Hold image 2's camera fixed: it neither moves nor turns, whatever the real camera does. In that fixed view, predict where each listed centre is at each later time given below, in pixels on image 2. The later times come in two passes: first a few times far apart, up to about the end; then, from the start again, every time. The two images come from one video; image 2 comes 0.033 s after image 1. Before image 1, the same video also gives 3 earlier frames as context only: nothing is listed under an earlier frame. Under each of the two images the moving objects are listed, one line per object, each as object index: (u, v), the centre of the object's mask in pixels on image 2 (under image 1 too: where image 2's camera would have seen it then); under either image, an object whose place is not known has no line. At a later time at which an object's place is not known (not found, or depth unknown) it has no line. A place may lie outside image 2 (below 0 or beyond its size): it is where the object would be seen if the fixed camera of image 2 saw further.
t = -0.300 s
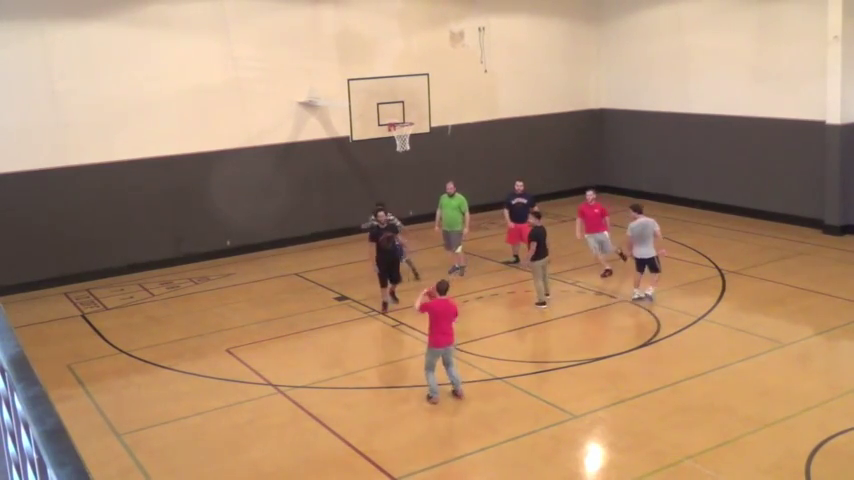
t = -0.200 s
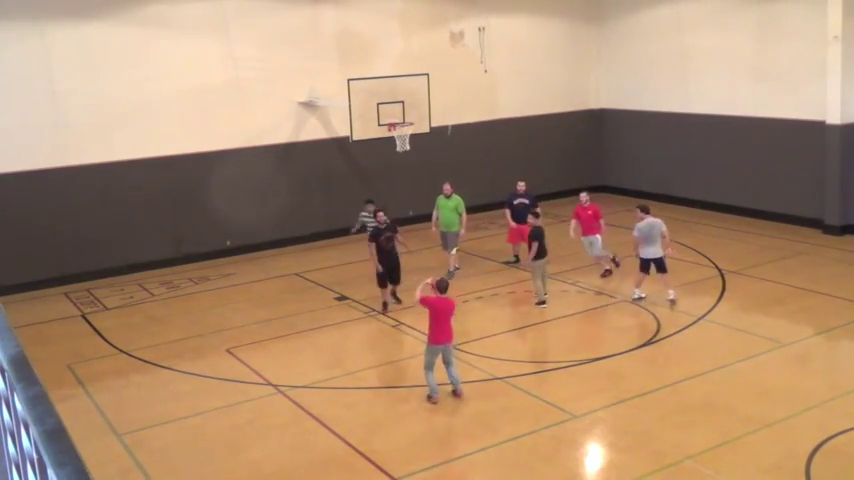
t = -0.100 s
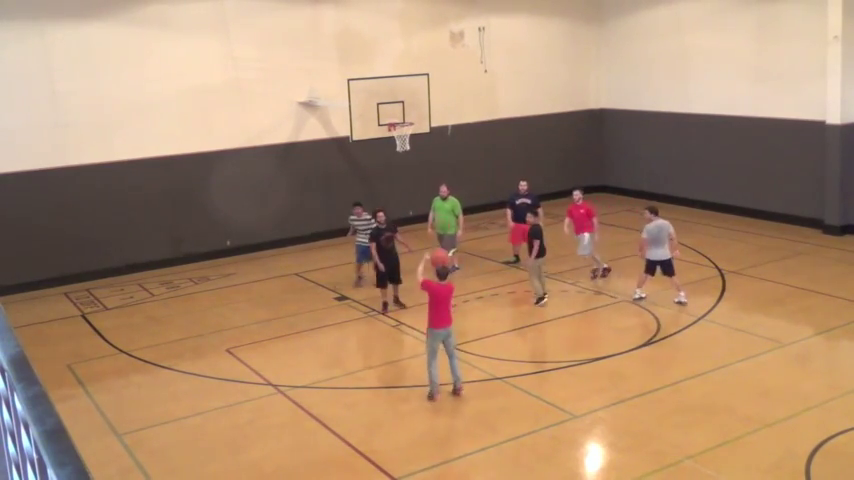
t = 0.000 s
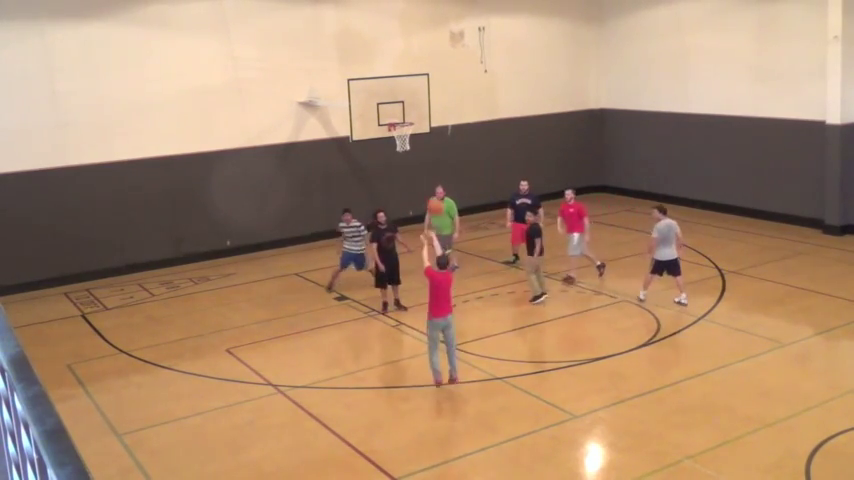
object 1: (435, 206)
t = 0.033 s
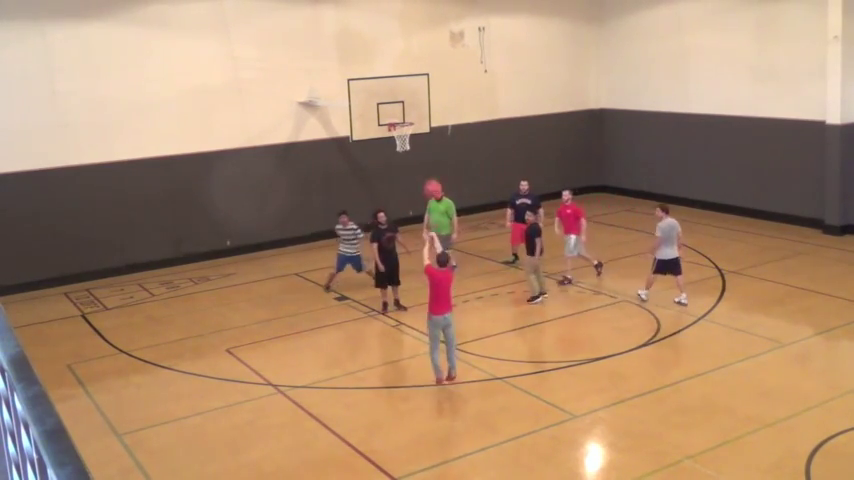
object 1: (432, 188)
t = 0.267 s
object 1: (419, 97)
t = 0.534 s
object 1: (409, 47)
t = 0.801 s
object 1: (403, 47)
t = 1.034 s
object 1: (401, 78)
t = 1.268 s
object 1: (400, 132)
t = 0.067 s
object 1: (430, 173)
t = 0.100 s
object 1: (428, 158)
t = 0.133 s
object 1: (426, 145)
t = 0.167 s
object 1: (424, 131)
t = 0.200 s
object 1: (422, 119)
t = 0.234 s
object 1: (421, 108)
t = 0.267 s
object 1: (419, 97)
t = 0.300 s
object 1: (418, 88)
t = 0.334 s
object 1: (416, 80)
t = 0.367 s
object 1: (415, 72)
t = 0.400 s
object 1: (413, 65)
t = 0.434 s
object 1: (412, 60)
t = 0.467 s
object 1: (411, 55)
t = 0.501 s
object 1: (410, 51)
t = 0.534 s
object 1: (409, 47)
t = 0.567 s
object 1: (408, 45)
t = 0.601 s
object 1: (407, 43)
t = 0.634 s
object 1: (406, 42)
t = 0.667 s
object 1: (405, 42)
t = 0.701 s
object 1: (405, 42)
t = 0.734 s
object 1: (404, 43)
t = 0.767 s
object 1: (403, 45)
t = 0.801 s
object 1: (403, 47)
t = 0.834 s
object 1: (403, 50)
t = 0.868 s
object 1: (402, 53)
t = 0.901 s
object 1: (402, 57)
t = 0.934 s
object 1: (401, 61)
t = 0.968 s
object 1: (401, 66)
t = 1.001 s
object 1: (401, 72)
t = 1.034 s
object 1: (401, 78)
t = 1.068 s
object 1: (400, 85)
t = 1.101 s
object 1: (400, 91)
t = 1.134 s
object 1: (401, 98)
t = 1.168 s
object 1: (400, 106)
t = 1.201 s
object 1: (400, 114)
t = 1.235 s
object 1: (400, 119)
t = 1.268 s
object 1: (400, 132)
